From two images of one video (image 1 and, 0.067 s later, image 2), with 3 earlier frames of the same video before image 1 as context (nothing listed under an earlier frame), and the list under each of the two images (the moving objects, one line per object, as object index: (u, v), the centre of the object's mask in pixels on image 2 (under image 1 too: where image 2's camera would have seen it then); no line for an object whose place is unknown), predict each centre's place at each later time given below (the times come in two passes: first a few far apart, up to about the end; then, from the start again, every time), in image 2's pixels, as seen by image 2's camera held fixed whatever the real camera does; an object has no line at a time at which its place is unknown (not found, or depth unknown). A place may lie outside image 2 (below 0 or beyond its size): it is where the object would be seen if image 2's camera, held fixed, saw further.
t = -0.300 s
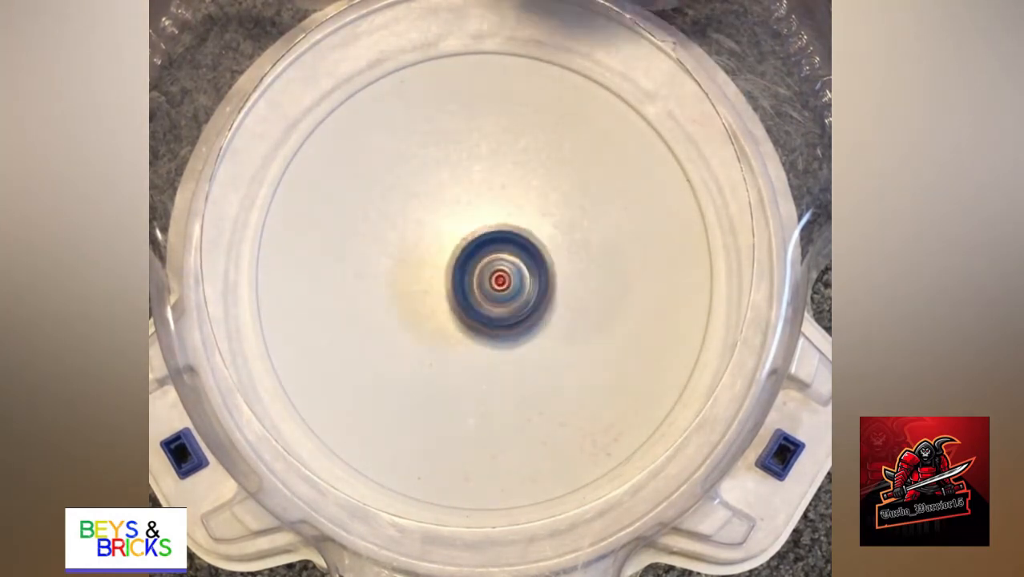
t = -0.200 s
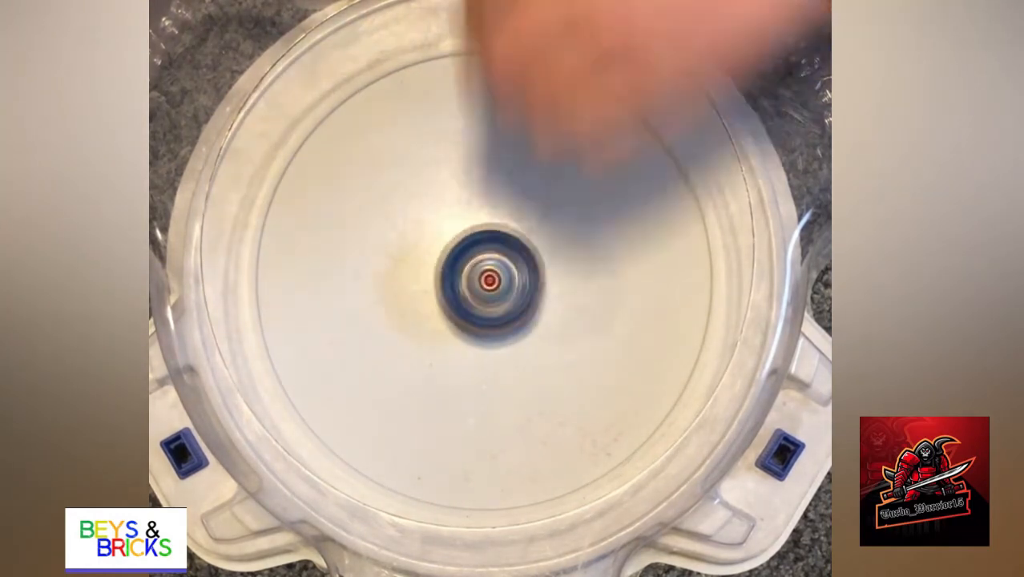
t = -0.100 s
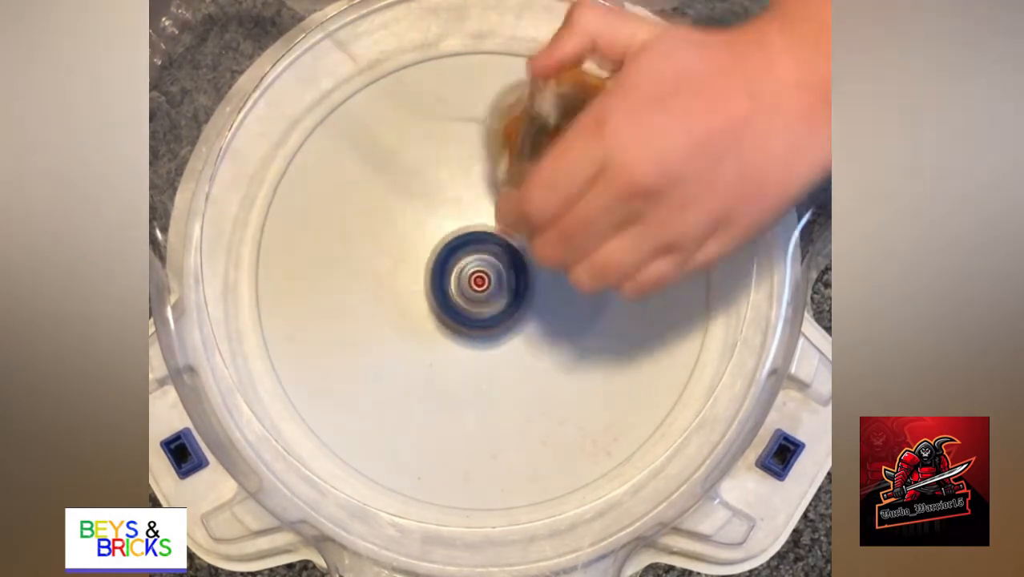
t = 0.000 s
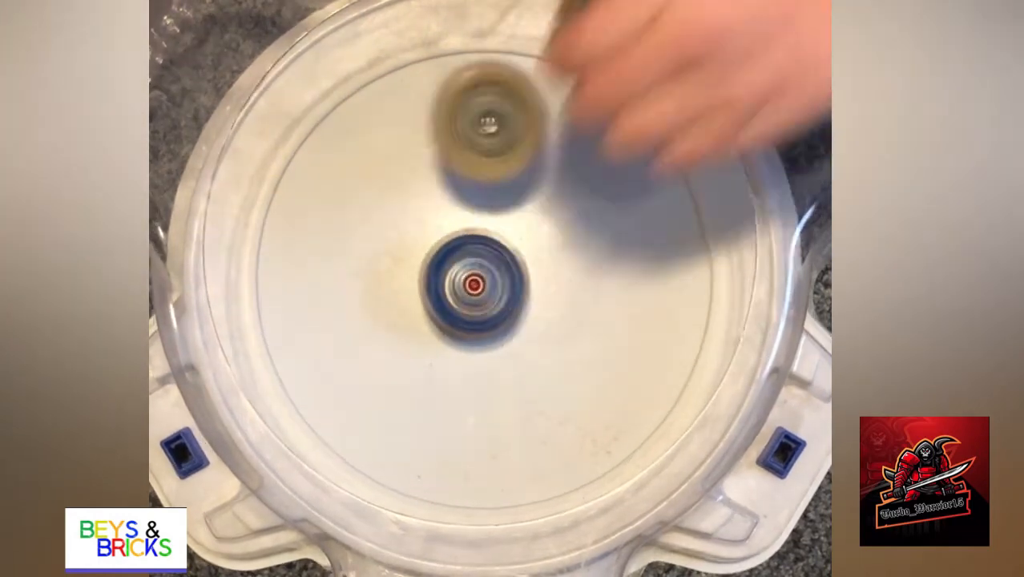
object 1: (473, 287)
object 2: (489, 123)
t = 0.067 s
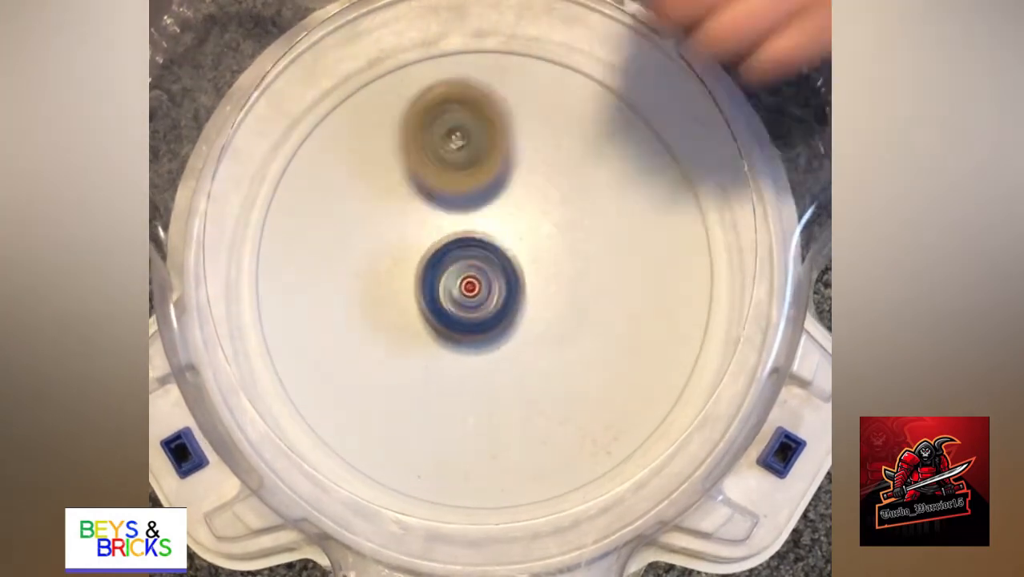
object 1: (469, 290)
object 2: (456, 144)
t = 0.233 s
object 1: (465, 317)
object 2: (418, 201)
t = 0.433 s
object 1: (476, 439)
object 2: (491, 176)
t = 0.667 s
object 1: (447, 452)
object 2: (604, 113)
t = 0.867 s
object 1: (455, 375)
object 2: (530, 135)
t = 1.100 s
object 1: (488, 379)
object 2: (489, 194)
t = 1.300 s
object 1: (483, 386)
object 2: (521, 233)
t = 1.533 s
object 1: (468, 353)
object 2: (593, 312)
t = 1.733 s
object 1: (455, 318)
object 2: (606, 288)
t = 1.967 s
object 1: (430, 275)
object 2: (554, 252)
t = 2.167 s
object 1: (365, 219)
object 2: (584, 337)
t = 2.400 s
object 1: (358, 186)
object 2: (610, 313)
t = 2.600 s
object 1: (390, 200)
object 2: (522, 274)
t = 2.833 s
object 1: (410, 177)
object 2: (470, 440)
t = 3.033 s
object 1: (443, 182)
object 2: (551, 444)
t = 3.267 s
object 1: (472, 193)
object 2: (573, 254)
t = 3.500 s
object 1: (430, 167)
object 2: (496, 275)
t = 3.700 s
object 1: (438, 182)
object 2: (414, 387)
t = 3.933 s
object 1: (467, 227)
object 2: (527, 410)
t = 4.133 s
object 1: (406, 213)
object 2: (670, 295)
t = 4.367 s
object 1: (372, 188)
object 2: (608, 199)
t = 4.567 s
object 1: (274, 197)
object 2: (507, 257)
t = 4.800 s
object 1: (208, 214)
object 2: (600, 345)
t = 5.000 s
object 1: (290, 227)
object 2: (603, 262)
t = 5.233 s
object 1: (378, 292)
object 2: (578, 300)
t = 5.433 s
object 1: (405, 293)
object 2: (628, 264)
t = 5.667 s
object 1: (436, 293)
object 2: (560, 253)
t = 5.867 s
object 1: (426, 298)
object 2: (544, 287)
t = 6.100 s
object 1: (429, 293)
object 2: (536, 331)
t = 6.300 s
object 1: (420, 281)
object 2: (531, 325)
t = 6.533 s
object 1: (406, 259)
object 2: (510, 332)
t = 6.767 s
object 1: (402, 243)
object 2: (487, 326)
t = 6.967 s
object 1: (401, 226)
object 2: (487, 345)
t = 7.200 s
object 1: (417, 223)
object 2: (492, 314)
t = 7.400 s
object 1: (428, 194)
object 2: (505, 319)
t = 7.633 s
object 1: (450, 188)
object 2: (500, 294)
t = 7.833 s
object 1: (446, 169)
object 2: (508, 298)
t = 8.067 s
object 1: (458, 174)
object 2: (512, 293)
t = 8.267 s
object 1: (461, 168)
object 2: (507, 312)
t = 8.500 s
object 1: (482, 183)
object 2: (502, 323)
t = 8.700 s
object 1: (509, 200)
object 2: (492, 326)
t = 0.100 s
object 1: (467, 292)
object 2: (442, 151)
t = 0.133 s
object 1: (465, 295)
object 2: (431, 162)
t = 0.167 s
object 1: (463, 297)
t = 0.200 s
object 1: (463, 303)
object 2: (419, 193)
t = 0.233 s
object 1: (465, 317)
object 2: (418, 201)
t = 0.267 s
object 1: (466, 328)
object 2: (422, 210)
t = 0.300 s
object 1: (467, 335)
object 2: (430, 221)
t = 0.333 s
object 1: (469, 344)
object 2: (440, 228)
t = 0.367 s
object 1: (473, 380)
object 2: (453, 208)
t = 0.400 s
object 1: (476, 413)
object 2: (470, 191)
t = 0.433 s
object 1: (476, 439)
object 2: (491, 176)
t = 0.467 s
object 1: (473, 463)
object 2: (514, 164)
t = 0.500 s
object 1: (469, 477)
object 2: (538, 151)
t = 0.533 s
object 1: (464, 481)
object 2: (558, 140)
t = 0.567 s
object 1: (458, 479)
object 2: (576, 131)
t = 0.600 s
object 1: (453, 474)
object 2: (590, 123)
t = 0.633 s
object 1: (449, 464)
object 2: (600, 117)
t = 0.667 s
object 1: (447, 452)
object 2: (604, 113)
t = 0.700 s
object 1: (446, 438)
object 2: (603, 111)
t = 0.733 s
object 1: (446, 425)
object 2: (597, 107)
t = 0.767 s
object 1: (448, 412)
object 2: (585, 109)
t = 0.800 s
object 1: (450, 399)
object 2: (569, 115)
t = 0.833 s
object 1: (452, 387)
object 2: (549, 123)
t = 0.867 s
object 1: (455, 375)
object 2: (530, 135)
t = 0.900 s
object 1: (460, 362)
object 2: (512, 148)
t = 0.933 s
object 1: (465, 347)
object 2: (497, 166)
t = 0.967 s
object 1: (473, 330)
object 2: (486, 188)
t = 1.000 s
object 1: (483, 327)
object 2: (481, 203)
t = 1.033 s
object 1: (484, 347)
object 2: (483, 198)
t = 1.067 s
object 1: (487, 365)
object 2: (486, 196)
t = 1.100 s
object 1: (488, 379)
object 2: (489, 194)
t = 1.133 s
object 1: (489, 386)
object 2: (493, 196)
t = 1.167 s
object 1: (491, 389)
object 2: (496, 199)
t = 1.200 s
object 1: (490, 390)
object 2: (501, 203)
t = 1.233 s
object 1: (487, 389)
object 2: (506, 211)
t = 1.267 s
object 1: (485, 388)
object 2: (512, 221)
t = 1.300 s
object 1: (483, 386)
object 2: (521, 233)
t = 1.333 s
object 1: (481, 381)
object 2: (530, 246)
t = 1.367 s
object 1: (479, 378)
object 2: (538, 259)
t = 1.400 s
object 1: (477, 374)
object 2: (549, 273)
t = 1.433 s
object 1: (475, 369)
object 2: (561, 286)
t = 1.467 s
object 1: (473, 364)
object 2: (572, 297)
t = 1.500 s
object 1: (471, 359)
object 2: (583, 305)
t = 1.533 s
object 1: (468, 353)
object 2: (593, 312)
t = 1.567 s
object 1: (466, 347)
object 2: (601, 314)
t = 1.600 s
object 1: (464, 342)
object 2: (605, 312)
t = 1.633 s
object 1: (462, 336)
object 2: (607, 309)
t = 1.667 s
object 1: (460, 330)
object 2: (608, 304)
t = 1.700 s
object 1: (457, 324)
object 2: (608, 296)
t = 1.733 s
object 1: (455, 318)
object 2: (606, 288)
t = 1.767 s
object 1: (452, 312)
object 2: (602, 278)
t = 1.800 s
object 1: (448, 304)
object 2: (595, 269)
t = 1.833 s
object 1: (445, 300)
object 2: (587, 260)
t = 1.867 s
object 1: (442, 293)
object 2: (579, 253)
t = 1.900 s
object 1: (437, 287)
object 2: (571, 249)
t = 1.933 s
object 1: (434, 281)
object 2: (562, 248)
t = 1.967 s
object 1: (430, 275)
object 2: (554, 252)
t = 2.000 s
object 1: (426, 270)
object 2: (545, 260)
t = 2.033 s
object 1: (420, 266)
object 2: (541, 272)
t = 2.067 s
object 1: (401, 254)
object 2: (550, 290)
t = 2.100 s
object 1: (386, 242)
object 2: (560, 308)
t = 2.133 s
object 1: (375, 232)
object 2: (573, 324)
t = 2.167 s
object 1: (365, 219)
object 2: (584, 337)
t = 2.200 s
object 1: (358, 210)
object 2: (596, 347)
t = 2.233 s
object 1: (351, 199)
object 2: (604, 351)
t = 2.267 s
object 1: (348, 194)
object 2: (611, 350)
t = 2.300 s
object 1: (349, 191)
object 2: (615, 345)
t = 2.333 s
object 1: (350, 188)
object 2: (617, 337)
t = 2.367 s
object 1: (353, 186)
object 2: (615, 325)
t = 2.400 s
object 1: (358, 186)
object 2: (610, 313)
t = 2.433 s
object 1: (362, 187)
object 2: (604, 298)
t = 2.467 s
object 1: (367, 187)
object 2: (595, 285)
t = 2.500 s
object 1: (373, 191)
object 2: (582, 275)
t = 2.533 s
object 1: (378, 192)
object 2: (564, 270)
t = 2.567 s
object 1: (384, 195)
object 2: (545, 269)
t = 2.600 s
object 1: (390, 200)
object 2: (522, 274)
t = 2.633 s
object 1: (397, 205)
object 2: (501, 281)
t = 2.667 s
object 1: (402, 206)
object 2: (479, 295)
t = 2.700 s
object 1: (398, 192)
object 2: (470, 323)
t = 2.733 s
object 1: (396, 180)
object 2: (464, 355)
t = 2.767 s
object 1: (399, 176)
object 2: (462, 384)
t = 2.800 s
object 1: (404, 178)
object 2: (464, 413)
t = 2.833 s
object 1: (410, 177)
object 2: (470, 440)
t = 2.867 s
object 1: (415, 173)
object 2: (479, 456)
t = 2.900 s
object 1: (419, 174)
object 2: (490, 466)
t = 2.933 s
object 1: (425, 175)
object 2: (502, 469)
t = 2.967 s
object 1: (432, 179)
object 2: (517, 467)
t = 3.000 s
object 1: (437, 181)
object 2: (534, 458)
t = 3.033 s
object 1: (443, 182)
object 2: (551, 444)
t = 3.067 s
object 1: (449, 185)
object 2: (569, 424)
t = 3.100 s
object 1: (454, 188)
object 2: (584, 398)
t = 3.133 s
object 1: (460, 189)
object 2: (597, 371)
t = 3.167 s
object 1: (466, 191)
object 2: (601, 341)
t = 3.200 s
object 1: (470, 193)
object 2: (597, 310)
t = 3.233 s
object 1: (477, 195)
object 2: (586, 279)
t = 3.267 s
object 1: (472, 193)
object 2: (573, 254)
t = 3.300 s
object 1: (457, 182)
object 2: (567, 243)
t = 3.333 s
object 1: (447, 176)
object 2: (555, 237)
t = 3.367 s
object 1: (440, 173)
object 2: (542, 234)
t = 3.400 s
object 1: (431, 168)
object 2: (534, 238)
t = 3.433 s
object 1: (428, 167)
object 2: (525, 247)
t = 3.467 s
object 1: (429, 166)
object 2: (511, 259)
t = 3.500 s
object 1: (430, 167)
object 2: (496, 275)
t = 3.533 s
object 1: (431, 166)
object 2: (476, 294)
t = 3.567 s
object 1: (433, 169)
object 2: (456, 312)
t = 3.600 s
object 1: (433, 171)
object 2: (437, 331)
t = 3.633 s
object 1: (435, 174)
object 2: (425, 351)
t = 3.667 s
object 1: (436, 178)
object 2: (417, 371)
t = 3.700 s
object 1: (438, 182)
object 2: (414, 387)
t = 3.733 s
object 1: (441, 186)
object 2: (416, 402)
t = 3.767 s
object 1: (443, 191)
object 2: (424, 415)
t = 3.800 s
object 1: (447, 195)
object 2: (438, 422)
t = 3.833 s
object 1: (451, 201)
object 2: (455, 426)
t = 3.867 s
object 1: (455, 208)
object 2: (477, 425)
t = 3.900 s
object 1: (461, 217)
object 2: (501, 421)
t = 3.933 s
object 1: (467, 227)
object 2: (527, 410)
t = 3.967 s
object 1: (473, 237)
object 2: (550, 391)
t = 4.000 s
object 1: (481, 247)
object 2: (569, 366)
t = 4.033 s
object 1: (488, 258)
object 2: (582, 335)
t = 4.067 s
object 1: (464, 251)
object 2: (606, 320)
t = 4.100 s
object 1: (429, 228)
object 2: (642, 310)
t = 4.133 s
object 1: (406, 213)
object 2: (670, 295)
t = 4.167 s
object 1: (383, 203)
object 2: (689, 283)
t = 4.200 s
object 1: (369, 197)
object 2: (695, 270)
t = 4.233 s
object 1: (361, 190)
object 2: (695, 255)
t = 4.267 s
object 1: (362, 190)
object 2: (686, 239)
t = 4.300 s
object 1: (364, 190)
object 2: (667, 223)
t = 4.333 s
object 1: (368, 189)
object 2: (640, 208)
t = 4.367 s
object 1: (372, 188)
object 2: (608, 199)
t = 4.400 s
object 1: (375, 188)
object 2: (572, 193)
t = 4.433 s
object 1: (380, 190)
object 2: (534, 193)
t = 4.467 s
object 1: (381, 195)
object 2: (497, 199)
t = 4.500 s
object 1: (346, 200)
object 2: (489, 216)
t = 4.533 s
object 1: (302, 199)
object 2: (497, 238)
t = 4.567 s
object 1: (274, 197)
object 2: (507, 257)
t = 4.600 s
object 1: (252, 204)
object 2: (517, 278)
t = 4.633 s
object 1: (231, 208)
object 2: (529, 296)
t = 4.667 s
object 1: (218, 213)
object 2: (542, 315)
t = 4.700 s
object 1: (210, 211)
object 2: (556, 329)
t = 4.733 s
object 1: (207, 218)
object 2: (571, 339)
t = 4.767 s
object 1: (206, 214)
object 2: (586, 345)
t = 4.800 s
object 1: (208, 214)
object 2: (600, 345)
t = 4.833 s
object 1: (213, 214)
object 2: (612, 340)
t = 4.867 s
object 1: (225, 214)
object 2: (623, 329)
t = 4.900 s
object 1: (238, 214)
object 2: (629, 312)
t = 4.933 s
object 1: (250, 216)
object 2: (628, 292)
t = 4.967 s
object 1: (266, 220)
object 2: (617, 276)
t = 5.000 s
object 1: (290, 227)
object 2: (603, 262)
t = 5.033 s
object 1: (317, 230)
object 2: (582, 253)
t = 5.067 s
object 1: (348, 239)
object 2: (559, 249)
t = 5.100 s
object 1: (382, 251)
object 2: (534, 253)
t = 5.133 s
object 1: (403, 264)
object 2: (519, 263)
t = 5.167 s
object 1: (394, 277)
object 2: (538, 277)
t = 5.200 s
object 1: (381, 287)
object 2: (557, 290)
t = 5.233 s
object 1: (378, 292)
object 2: (578, 300)
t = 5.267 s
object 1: (379, 297)
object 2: (595, 304)
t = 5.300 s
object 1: (385, 298)
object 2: (610, 304)
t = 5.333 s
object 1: (389, 295)
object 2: (623, 299)
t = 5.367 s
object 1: (394, 294)
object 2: (630, 290)
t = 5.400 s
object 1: (399, 293)
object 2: (632, 278)
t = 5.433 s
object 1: (405, 293)
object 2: (628, 264)
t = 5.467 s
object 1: (415, 291)
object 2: (616, 251)
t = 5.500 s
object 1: (425, 289)
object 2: (600, 242)
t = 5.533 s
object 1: (437, 286)
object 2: (585, 240)
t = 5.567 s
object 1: (451, 285)
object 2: (567, 241)
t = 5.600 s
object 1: (449, 289)
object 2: (561, 244)
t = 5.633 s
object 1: (442, 289)
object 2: (563, 247)
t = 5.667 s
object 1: (436, 293)
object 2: (560, 253)
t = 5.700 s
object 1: (431, 293)
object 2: (556, 261)
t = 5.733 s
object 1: (432, 295)
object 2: (551, 267)
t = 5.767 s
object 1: (432, 293)
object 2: (546, 273)
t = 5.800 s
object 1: (430, 293)
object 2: (541, 279)
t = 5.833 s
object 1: (425, 295)
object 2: (542, 282)
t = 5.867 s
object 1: (426, 298)
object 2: (544, 287)
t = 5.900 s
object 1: (428, 295)
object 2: (546, 295)
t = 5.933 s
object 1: (428, 295)
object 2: (547, 306)
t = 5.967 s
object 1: (427, 294)
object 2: (547, 316)
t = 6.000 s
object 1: (426, 295)
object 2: (545, 323)
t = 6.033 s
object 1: (429, 295)
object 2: (542, 328)
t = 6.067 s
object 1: (429, 294)
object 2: (539, 330)
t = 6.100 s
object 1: (429, 293)
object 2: (536, 331)
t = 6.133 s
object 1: (424, 293)
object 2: (535, 331)
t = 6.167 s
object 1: (422, 291)
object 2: (536, 333)
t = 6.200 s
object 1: (418, 288)
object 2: (536, 332)
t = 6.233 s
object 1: (419, 288)
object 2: (535, 330)
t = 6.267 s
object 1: (420, 284)
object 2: (533, 328)
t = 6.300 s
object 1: (420, 281)
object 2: (531, 325)
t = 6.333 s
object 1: (419, 278)
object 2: (528, 322)
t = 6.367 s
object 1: (419, 277)
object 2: (525, 319)
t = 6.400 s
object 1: (419, 274)
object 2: (524, 317)
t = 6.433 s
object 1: (417, 273)
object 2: (524, 318)
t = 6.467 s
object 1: (418, 271)
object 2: (520, 321)
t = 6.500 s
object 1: (409, 268)
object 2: (516, 326)
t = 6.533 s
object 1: (406, 259)
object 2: (510, 332)
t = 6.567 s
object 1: (402, 256)
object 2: (506, 336)
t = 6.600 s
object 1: (401, 252)
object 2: (501, 336)
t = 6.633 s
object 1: (399, 250)
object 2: (497, 336)
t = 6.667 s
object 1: (400, 249)
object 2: (494, 334)
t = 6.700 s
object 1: (402, 247)
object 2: (491, 331)
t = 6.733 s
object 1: (402, 245)
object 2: (488, 328)
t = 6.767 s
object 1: (402, 243)
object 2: (487, 326)
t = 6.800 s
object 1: (399, 242)
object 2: (486, 324)
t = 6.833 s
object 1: (395, 238)
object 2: (489, 329)
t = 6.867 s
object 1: (393, 232)
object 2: (490, 335)
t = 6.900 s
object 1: (397, 230)
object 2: (489, 342)
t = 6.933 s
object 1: (398, 228)
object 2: (488, 345)
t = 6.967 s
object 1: (401, 226)
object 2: (487, 345)
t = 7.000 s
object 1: (401, 224)
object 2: (486, 344)
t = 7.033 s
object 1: (403, 224)
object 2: (486, 340)
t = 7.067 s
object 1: (404, 222)
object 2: (487, 336)
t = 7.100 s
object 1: (406, 223)
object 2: (487, 331)
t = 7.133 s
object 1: (409, 222)
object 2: (489, 325)
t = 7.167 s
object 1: (413, 225)
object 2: (490, 319)
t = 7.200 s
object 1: (417, 223)
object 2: (492, 314)
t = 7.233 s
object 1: (419, 224)
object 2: (494, 309)
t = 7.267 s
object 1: (417, 218)
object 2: (497, 310)
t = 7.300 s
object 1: (419, 210)
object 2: (502, 315)
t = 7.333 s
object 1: (419, 200)
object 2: (504, 318)
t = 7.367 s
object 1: (425, 197)
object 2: (505, 319)
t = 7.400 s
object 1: (428, 194)
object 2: (505, 319)
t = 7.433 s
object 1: (429, 193)
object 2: (504, 317)
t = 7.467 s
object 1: (434, 193)
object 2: (503, 314)
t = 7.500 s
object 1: (436, 191)
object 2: (502, 311)
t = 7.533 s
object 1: (440, 190)
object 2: (501, 306)
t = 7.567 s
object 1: (443, 188)
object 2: (500, 303)
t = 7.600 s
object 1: (446, 188)
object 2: (500, 298)
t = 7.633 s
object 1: (450, 188)
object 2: (500, 294)
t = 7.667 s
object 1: (450, 186)
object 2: (500, 291)
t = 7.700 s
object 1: (449, 186)
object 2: (501, 290)
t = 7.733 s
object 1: (449, 186)
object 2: (502, 290)
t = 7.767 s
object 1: (448, 179)
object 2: (505, 295)
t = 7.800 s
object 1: (447, 172)
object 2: (507, 297)
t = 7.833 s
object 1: (446, 169)
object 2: (508, 298)
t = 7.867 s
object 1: (447, 169)
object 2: (510, 298)
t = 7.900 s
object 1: (450, 168)
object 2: (511, 299)
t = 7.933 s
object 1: (451, 169)
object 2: (511, 298)
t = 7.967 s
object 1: (453, 169)
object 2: (512, 297)
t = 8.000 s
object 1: (454, 171)
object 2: (512, 296)
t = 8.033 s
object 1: (457, 172)
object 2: (512, 295)
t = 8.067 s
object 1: (458, 174)
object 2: (512, 293)
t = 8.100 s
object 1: (461, 178)
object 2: (511, 292)
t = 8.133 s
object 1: (463, 180)
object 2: (510, 291)
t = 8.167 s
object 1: (465, 182)
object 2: (509, 290)
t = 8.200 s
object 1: (459, 178)
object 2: (509, 298)
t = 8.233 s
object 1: (462, 169)
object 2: (508, 305)
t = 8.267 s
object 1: (461, 168)
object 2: (507, 312)
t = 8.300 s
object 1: (464, 170)
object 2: (505, 316)
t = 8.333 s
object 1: (467, 169)
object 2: (504, 319)
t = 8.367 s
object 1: (469, 172)
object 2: (504, 321)
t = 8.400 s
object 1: (473, 174)
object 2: (503, 322)
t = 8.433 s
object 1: (476, 178)
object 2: (503, 323)
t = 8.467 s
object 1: (479, 180)
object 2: (503, 323)
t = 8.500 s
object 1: (482, 183)
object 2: (502, 323)
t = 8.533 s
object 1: (485, 183)
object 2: (501, 322)
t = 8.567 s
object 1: (488, 187)
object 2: (500, 321)
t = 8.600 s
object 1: (493, 192)
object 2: (499, 319)
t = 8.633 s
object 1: (497, 199)
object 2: (497, 318)
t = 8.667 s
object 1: (503, 202)
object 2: (494, 320)
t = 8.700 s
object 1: (509, 200)
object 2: (492, 326)
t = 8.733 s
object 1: (514, 202)
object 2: (490, 332)
